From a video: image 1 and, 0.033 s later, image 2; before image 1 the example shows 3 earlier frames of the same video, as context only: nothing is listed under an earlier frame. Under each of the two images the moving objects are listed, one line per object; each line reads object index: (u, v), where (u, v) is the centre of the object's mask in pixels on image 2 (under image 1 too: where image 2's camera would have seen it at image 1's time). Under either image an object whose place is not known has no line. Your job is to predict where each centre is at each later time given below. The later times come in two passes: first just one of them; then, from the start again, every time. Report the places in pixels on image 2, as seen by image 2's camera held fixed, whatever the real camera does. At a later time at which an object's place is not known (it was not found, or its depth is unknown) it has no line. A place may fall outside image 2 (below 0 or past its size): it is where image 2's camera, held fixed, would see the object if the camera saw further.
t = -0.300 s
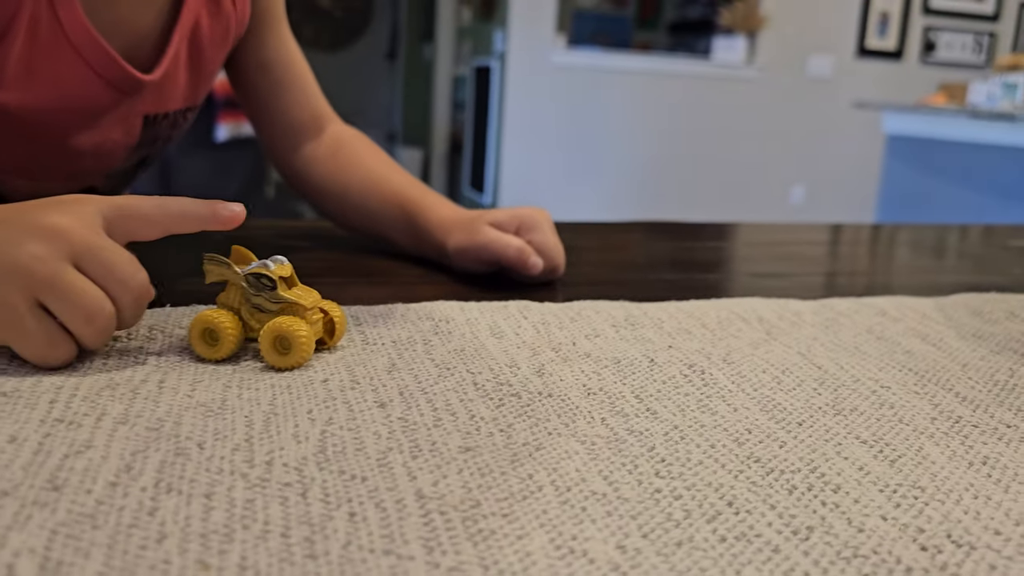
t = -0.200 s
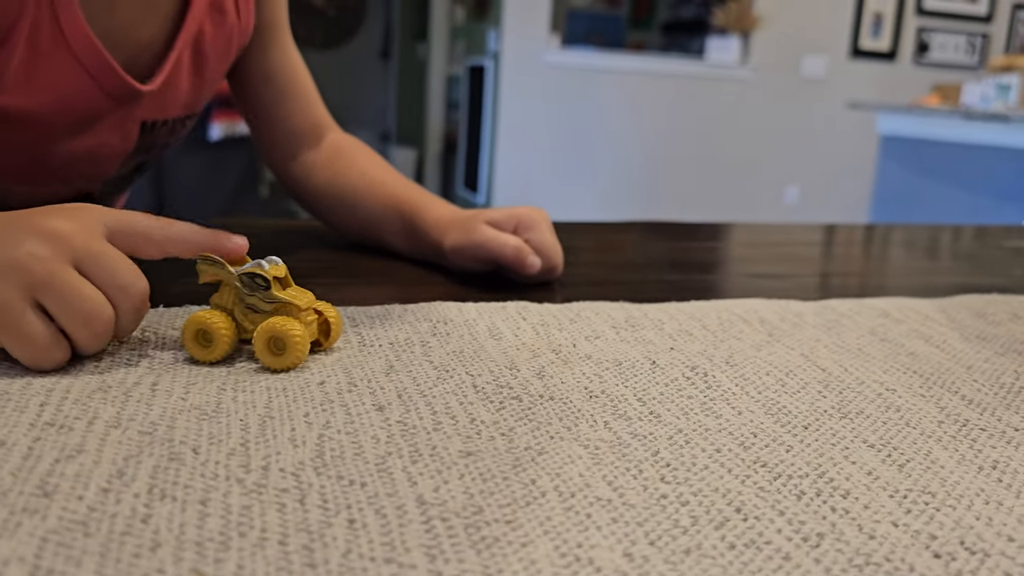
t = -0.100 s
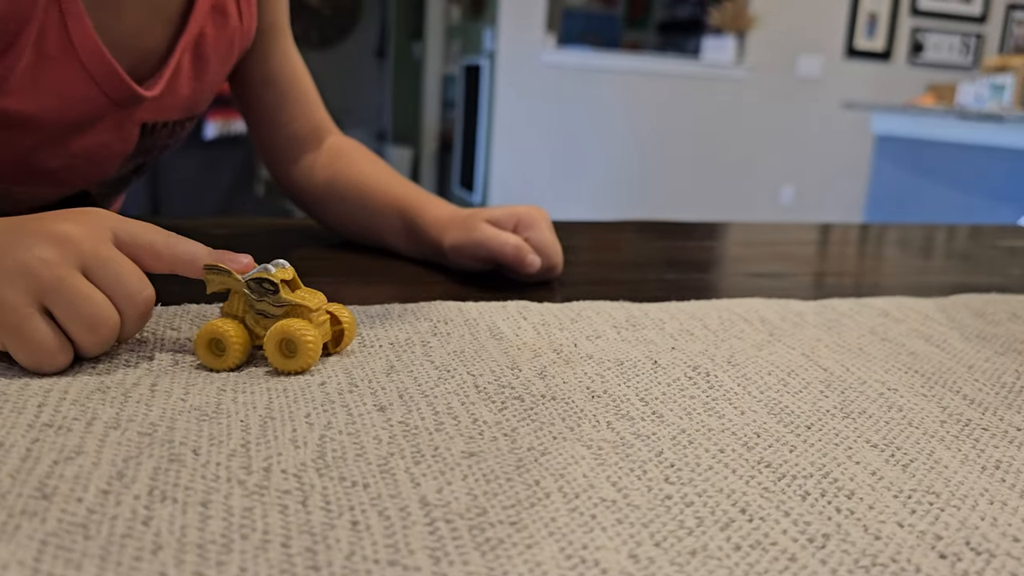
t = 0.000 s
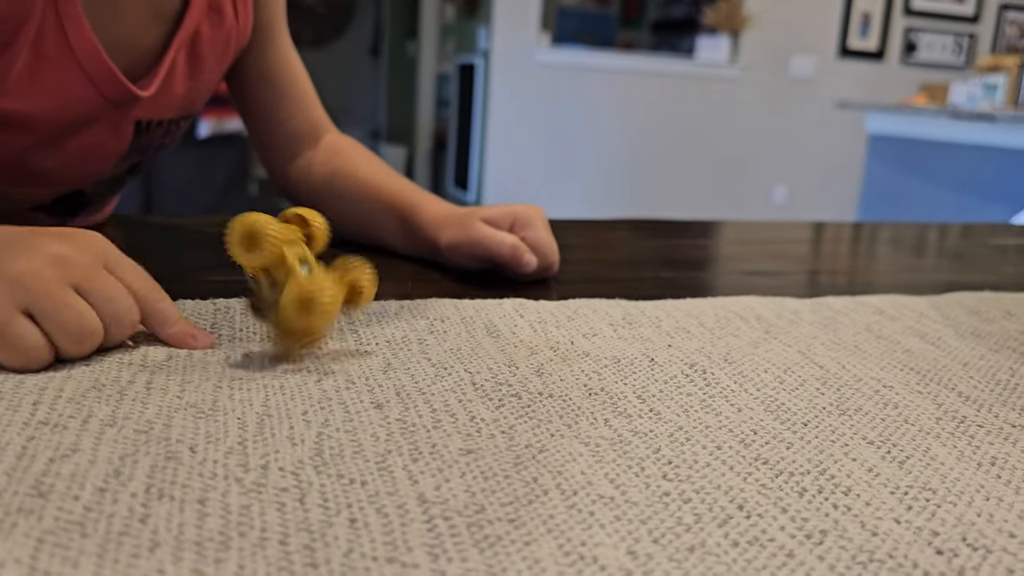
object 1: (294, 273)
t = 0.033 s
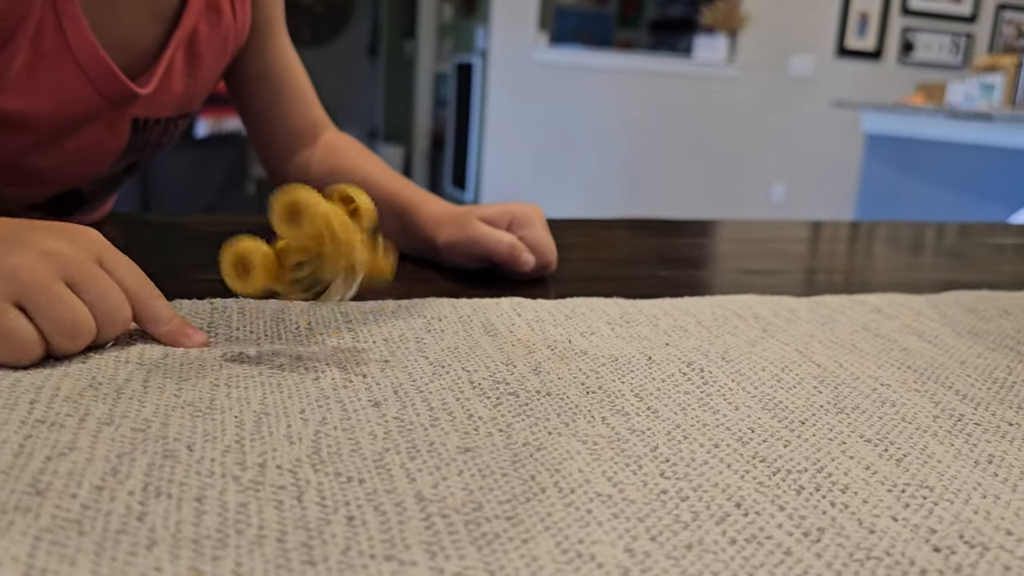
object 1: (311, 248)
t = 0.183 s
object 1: (372, 282)
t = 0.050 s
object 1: (313, 242)
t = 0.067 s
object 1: (314, 249)
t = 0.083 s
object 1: (316, 260)
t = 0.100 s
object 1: (317, 288)
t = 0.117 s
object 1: (331, 299)
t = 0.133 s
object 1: (344, 290)
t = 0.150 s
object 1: (355, 285)
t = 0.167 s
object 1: (365, 283)
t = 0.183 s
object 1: (372, 282)
